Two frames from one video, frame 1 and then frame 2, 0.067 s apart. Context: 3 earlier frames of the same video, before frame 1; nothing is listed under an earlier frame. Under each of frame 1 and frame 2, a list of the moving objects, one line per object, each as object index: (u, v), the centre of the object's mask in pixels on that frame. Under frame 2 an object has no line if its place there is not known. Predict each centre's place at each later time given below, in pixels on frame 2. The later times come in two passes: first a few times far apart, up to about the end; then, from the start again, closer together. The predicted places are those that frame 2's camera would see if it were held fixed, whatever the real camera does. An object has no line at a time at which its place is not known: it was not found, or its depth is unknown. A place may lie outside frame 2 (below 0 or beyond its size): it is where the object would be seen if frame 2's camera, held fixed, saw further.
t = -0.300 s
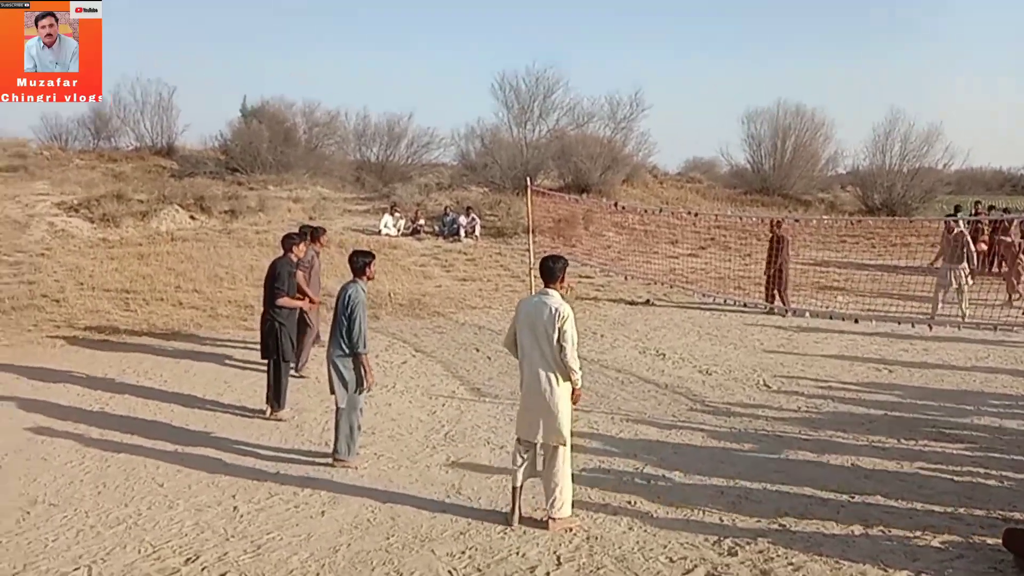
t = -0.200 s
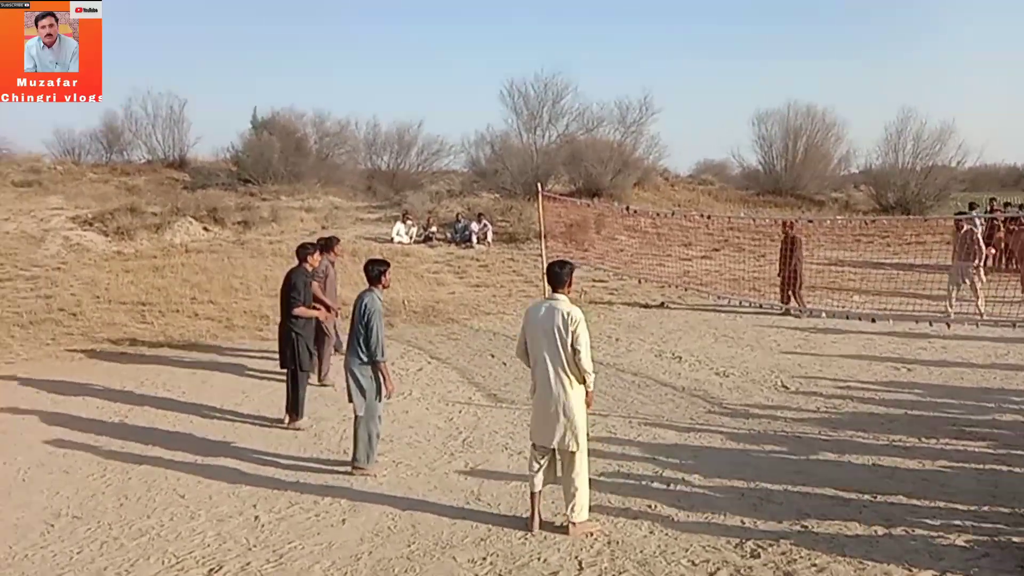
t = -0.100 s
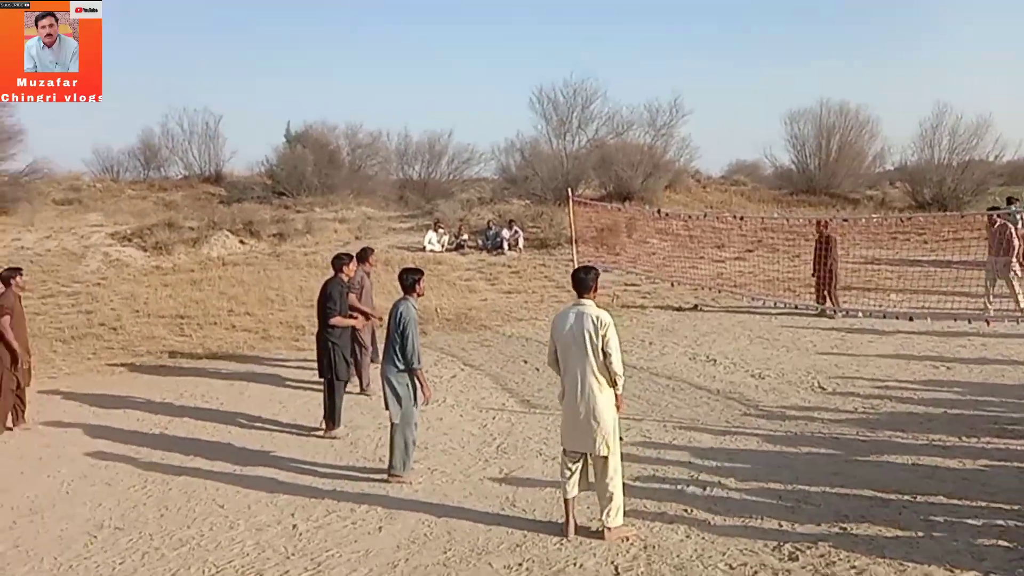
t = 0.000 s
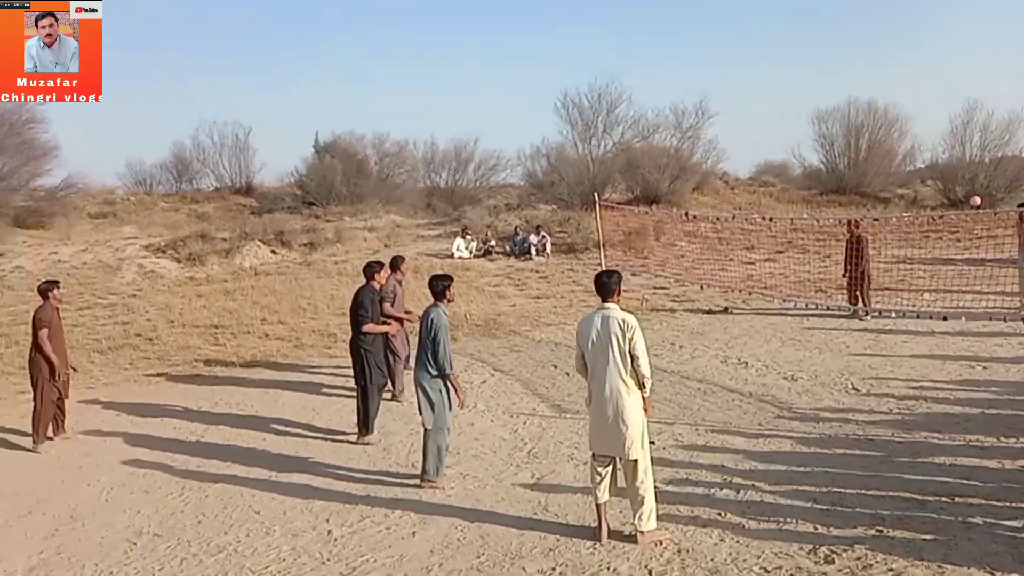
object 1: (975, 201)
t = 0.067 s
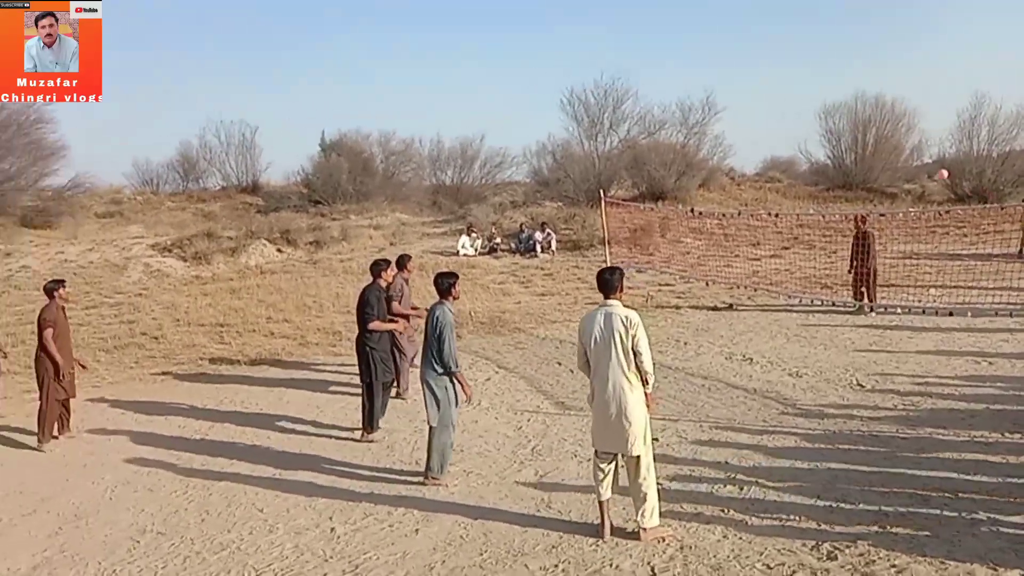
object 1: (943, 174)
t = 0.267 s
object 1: (817, 118)
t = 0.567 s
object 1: (603, 84)
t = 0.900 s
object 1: (319, 155)
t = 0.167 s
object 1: (882, 143)
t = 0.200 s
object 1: (859, 134)
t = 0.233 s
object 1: (838, 125)
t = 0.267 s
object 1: (817, 118)
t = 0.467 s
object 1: (677, 87)
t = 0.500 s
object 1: (654, 87)
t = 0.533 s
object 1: (629, 86)
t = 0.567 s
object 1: (603, 84)
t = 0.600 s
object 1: (575, 86)
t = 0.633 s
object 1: (548, 90)
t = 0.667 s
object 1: (520, 93)
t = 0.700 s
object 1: (493, 97)
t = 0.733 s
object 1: (463, 104)
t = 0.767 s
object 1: (436, 112)
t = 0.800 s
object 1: (406, 120)
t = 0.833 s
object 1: (377, 129)
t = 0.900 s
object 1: (319, 155)
